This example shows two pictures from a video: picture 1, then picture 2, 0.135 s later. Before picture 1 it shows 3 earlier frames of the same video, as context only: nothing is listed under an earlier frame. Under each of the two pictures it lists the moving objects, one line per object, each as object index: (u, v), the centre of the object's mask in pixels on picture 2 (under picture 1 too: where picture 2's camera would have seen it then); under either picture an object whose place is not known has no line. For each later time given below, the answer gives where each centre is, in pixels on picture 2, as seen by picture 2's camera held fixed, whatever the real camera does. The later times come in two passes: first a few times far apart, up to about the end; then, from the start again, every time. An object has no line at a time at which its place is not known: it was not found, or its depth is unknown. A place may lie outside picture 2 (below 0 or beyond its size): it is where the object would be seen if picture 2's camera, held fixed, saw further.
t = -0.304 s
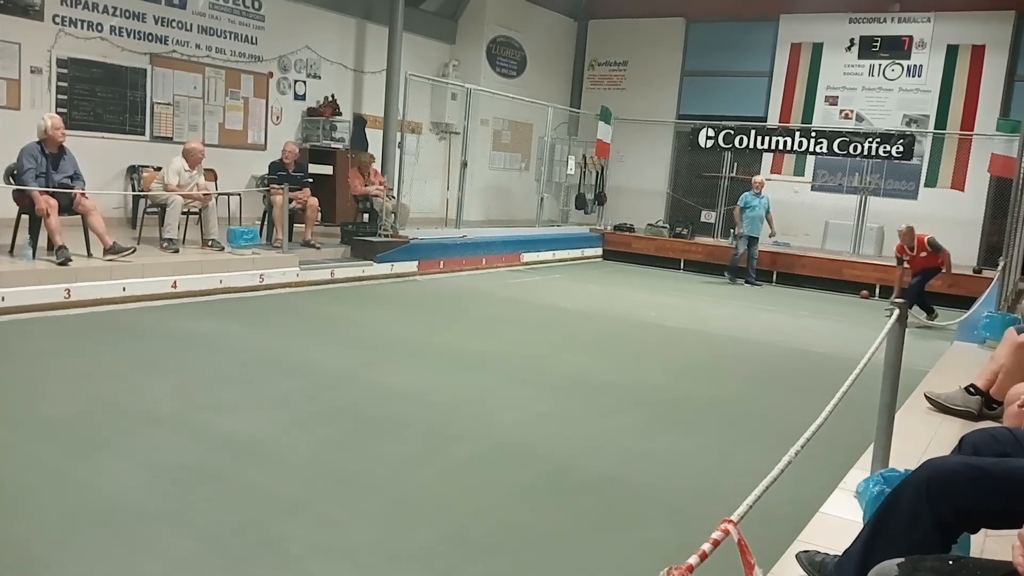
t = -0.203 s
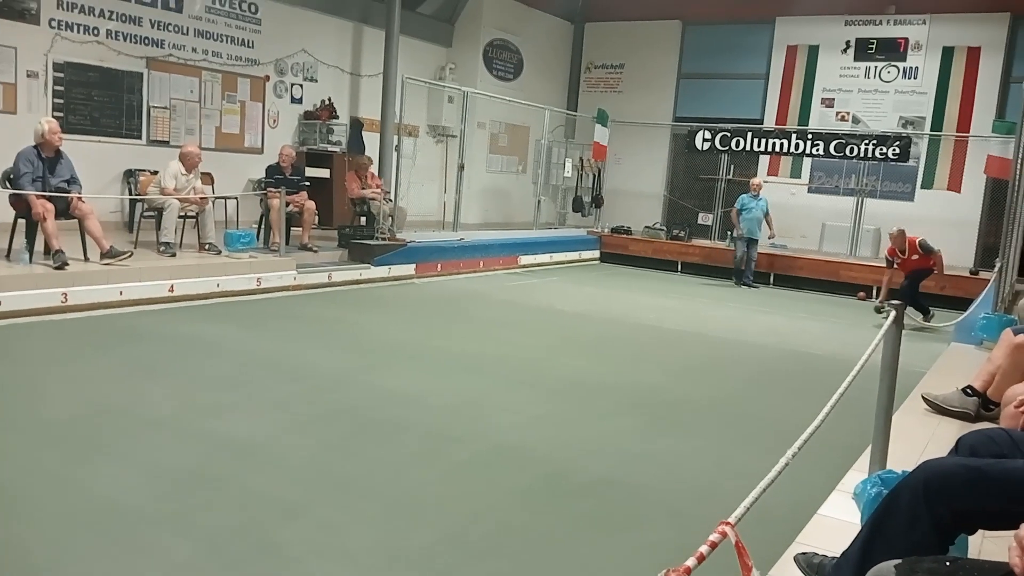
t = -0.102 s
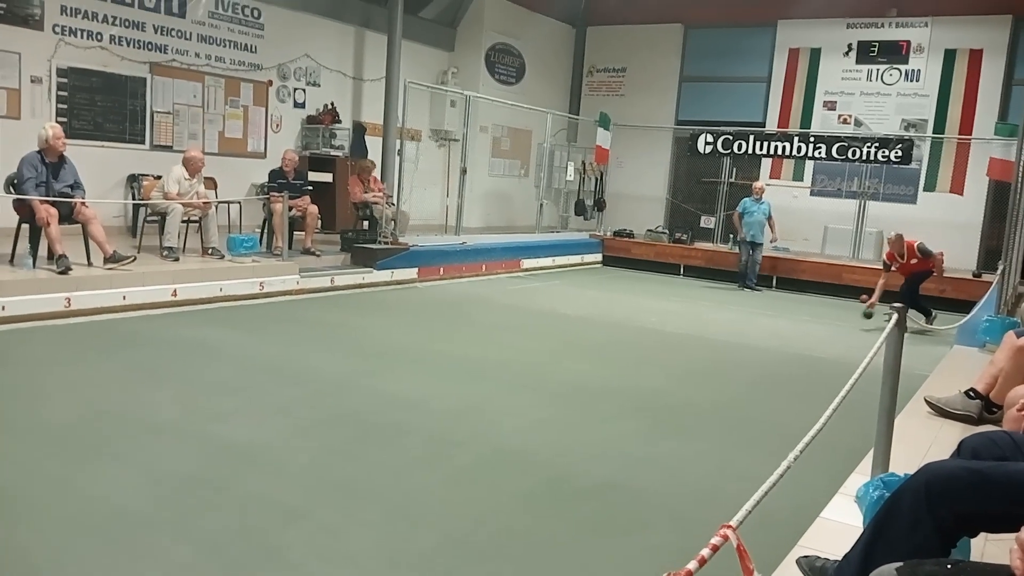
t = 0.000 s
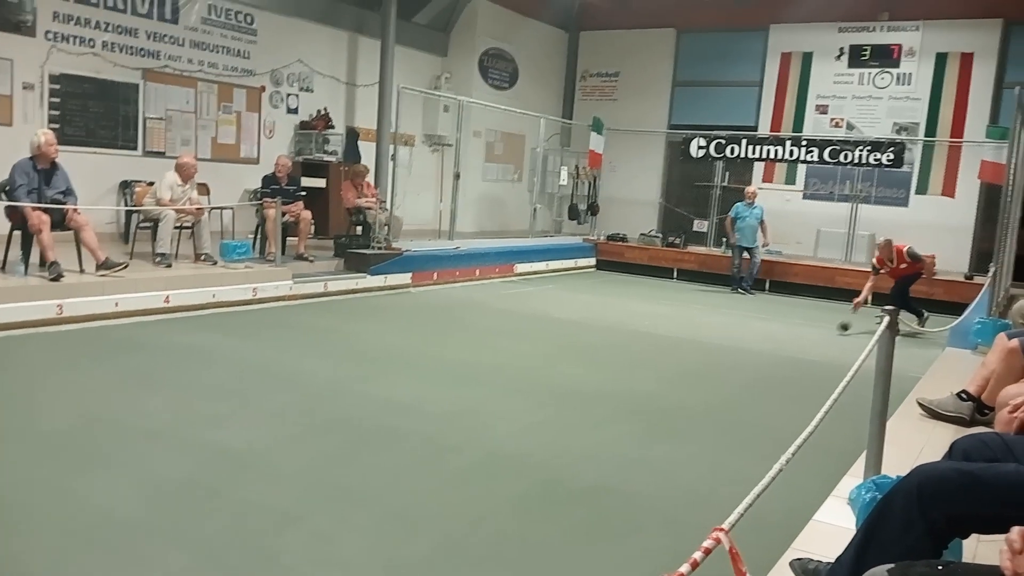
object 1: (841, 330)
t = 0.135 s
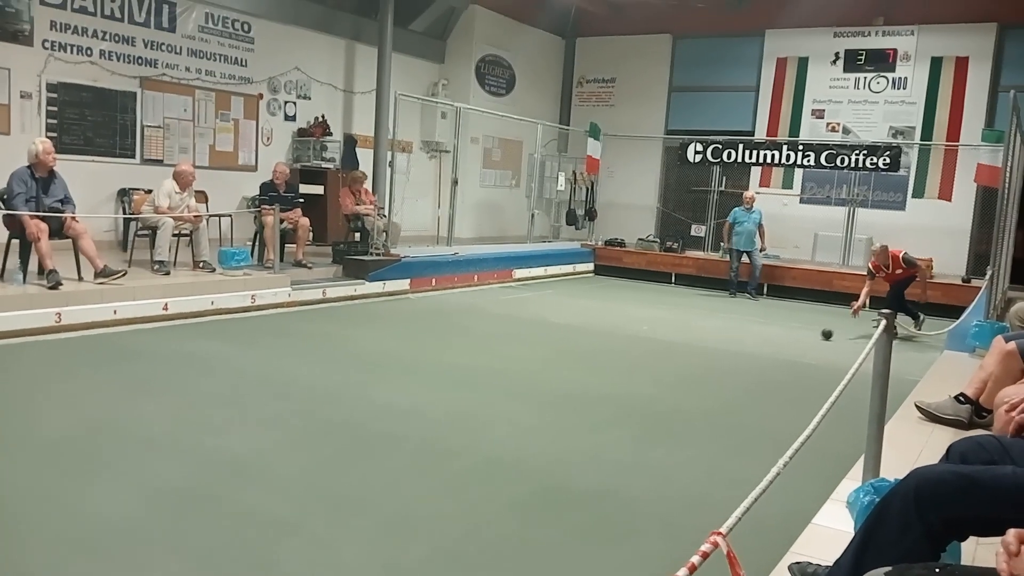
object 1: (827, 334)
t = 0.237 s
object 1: (816, 334)
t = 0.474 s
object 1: (787, 338)
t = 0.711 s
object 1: (758, 341)
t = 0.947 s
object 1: (726, 344)
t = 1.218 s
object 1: (689, 348)
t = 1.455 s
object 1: (654, 351)
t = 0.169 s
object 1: (823, 334)
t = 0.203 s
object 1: (819, 334)
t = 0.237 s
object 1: (816, 334)
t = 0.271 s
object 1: (812, 334)
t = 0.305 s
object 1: (808, 335)
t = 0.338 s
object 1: (804, 335)
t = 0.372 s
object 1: (799, 336)
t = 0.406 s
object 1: (796, 336)
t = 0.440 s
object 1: (792, 337)
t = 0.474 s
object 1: (787, 338)
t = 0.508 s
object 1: (783, 338)
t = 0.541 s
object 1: (779, 339)
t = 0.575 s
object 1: (775, 339)
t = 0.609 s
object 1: (770, 340)
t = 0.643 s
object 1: (766, 340)
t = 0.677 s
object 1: (762, 340)
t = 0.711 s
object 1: (758, 341)
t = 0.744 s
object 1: (753, 341)
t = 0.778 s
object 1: (749, 342)
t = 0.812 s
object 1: (744, 342)
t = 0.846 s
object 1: (740, 343)
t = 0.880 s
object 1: (736, 343)
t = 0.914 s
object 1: (731, 344)
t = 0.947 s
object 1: (726, 344)
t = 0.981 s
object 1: (722, 344)
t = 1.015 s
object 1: (717, 345)
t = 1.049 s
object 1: (713, 345)
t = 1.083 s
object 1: (708, 346)
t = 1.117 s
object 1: (703, 346)
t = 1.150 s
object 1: (699, 347)
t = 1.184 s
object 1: (694, 347)
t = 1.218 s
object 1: (689, 348)
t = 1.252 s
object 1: (684, 348)
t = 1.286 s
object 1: (679, 349)
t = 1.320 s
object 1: (674, 349)
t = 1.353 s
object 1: (670, 350)
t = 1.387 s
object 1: (665, 350)
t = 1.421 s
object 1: (660, 351)
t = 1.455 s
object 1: (654, 351)
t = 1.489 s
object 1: (649, 352)
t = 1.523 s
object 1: (644, 353)
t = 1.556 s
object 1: (639, 353)
